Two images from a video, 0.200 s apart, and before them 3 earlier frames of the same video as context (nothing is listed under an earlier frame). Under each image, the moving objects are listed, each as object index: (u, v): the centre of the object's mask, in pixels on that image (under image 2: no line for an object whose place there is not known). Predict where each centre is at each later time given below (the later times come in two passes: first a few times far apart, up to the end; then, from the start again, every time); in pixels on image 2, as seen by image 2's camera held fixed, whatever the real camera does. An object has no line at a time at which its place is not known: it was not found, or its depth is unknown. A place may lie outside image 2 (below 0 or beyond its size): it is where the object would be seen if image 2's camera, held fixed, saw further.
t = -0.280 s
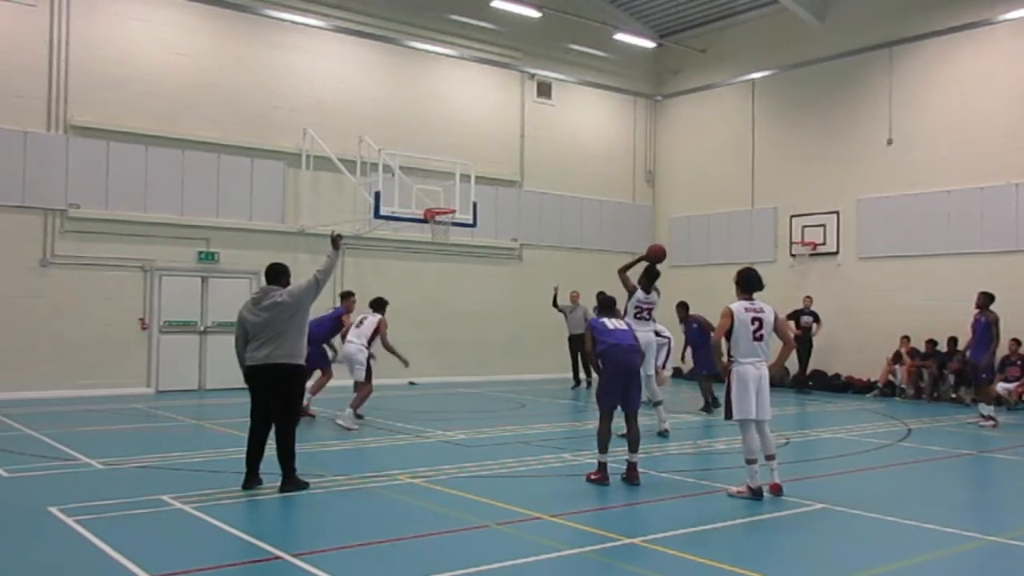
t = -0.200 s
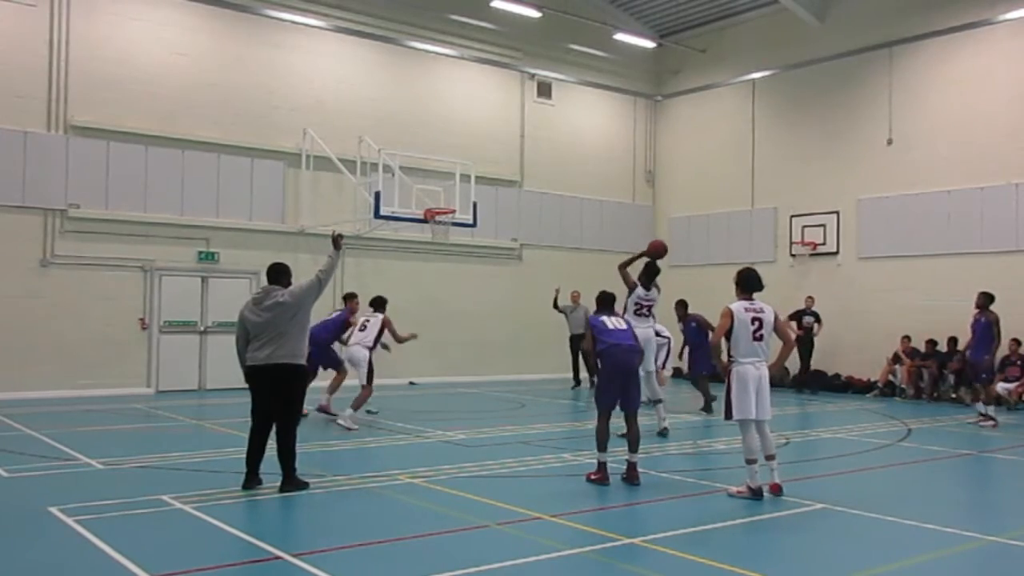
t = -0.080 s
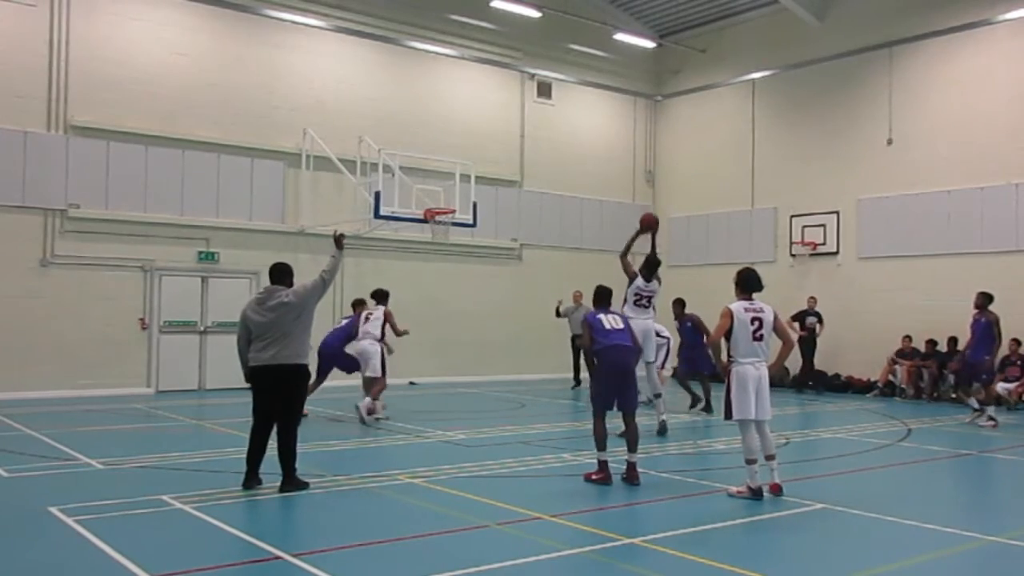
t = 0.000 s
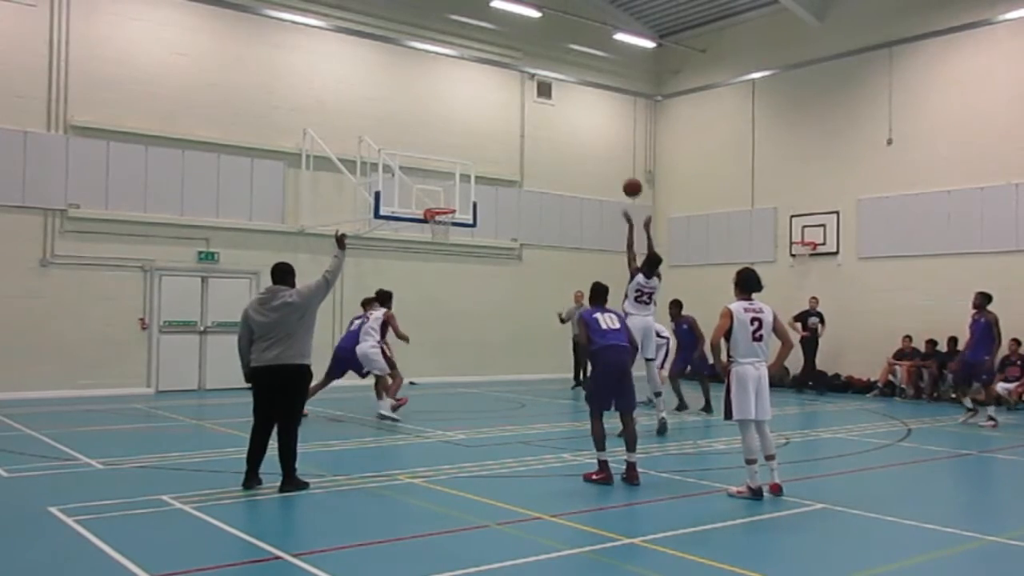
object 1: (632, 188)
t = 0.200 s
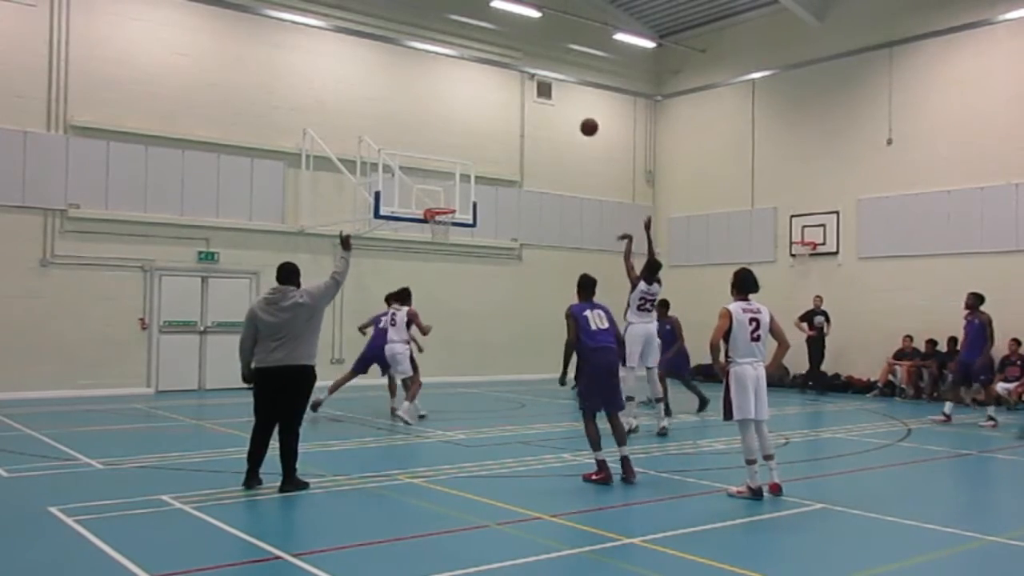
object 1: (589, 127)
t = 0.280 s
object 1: (573, 113)
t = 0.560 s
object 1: (522, 102)
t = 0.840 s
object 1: (479, 142)
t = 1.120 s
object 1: (441, 223)
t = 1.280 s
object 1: (430, 244)
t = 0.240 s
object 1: (581, 119)
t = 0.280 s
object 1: (573, 113)
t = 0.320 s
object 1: (565, 108)
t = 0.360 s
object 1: (558, 104)
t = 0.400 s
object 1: (550, 101)
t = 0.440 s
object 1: (543, 100)
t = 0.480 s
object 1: (536, 100)
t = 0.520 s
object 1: (529, 100)
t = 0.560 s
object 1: (522, 102)
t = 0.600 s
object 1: (516, 105)
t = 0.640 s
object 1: (509, 109)
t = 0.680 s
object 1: (503, 114)
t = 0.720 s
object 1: (497, 120)
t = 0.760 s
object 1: (490, 126)
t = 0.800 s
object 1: (484, 134)
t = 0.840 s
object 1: (479, 142)
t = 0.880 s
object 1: (473, 151)
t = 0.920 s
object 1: (468, 162)
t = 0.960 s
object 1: (462, 173)
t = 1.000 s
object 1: (457, 185)
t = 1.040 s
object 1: (451, 197)
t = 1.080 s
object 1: (447, 210)
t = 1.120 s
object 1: (441, 223)
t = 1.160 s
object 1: (438, 228)
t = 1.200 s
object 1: (435, 233)
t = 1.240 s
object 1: (433, 238)
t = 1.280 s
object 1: (430, 244)
